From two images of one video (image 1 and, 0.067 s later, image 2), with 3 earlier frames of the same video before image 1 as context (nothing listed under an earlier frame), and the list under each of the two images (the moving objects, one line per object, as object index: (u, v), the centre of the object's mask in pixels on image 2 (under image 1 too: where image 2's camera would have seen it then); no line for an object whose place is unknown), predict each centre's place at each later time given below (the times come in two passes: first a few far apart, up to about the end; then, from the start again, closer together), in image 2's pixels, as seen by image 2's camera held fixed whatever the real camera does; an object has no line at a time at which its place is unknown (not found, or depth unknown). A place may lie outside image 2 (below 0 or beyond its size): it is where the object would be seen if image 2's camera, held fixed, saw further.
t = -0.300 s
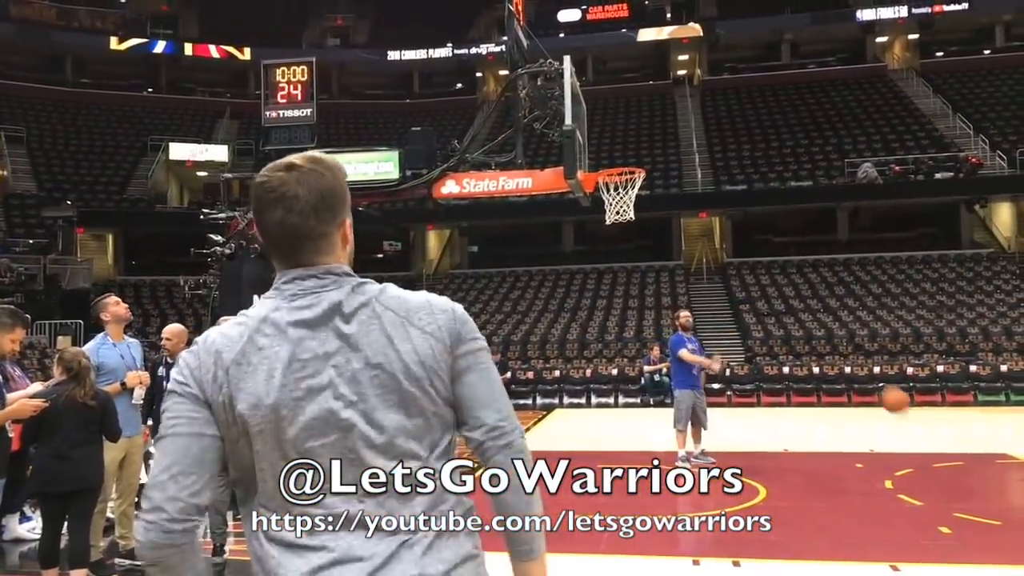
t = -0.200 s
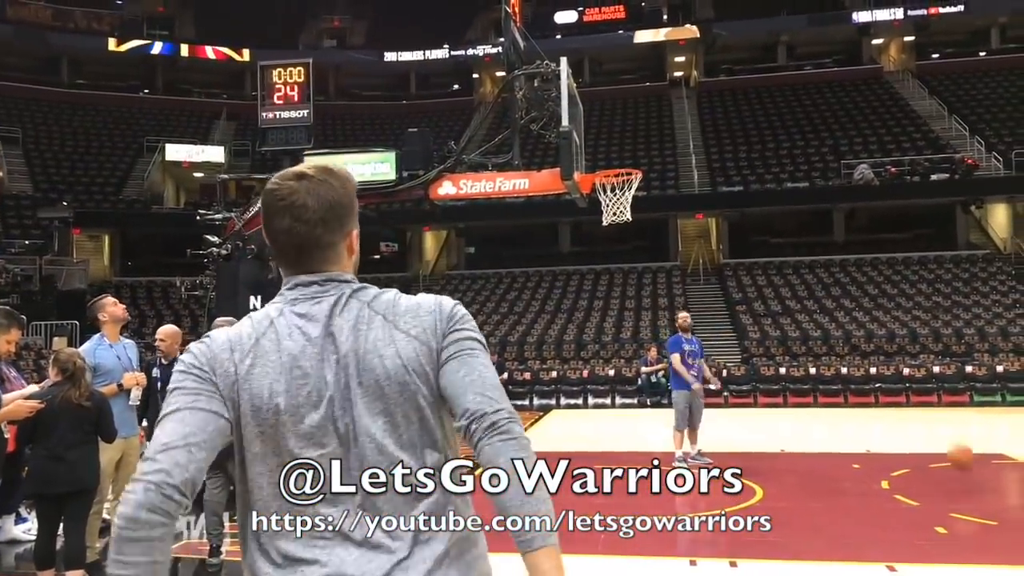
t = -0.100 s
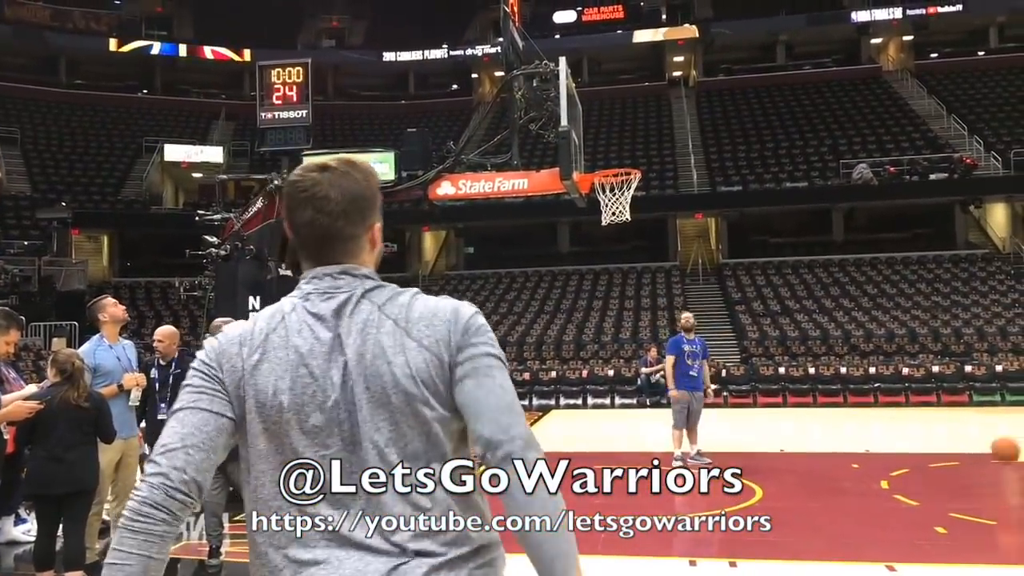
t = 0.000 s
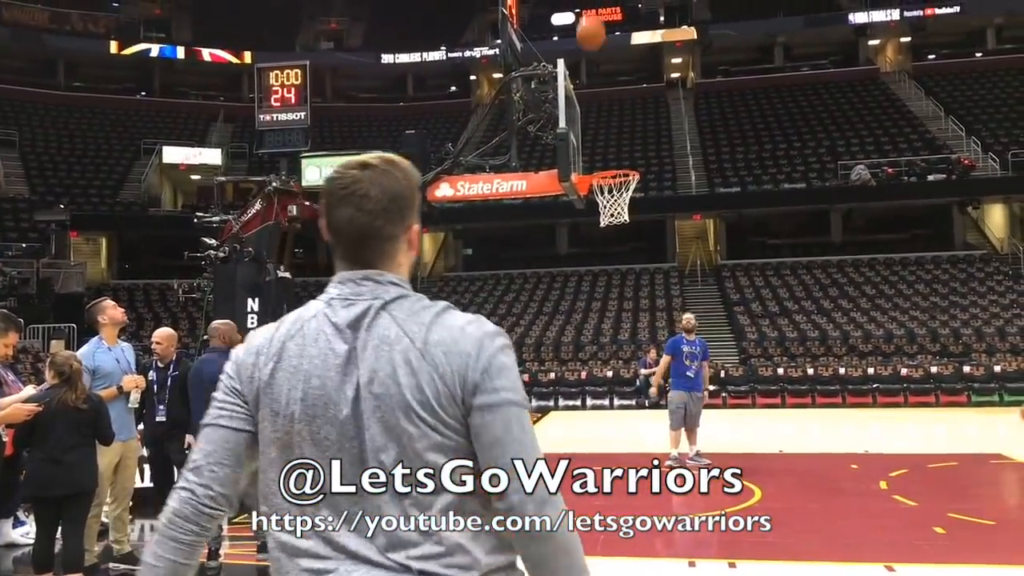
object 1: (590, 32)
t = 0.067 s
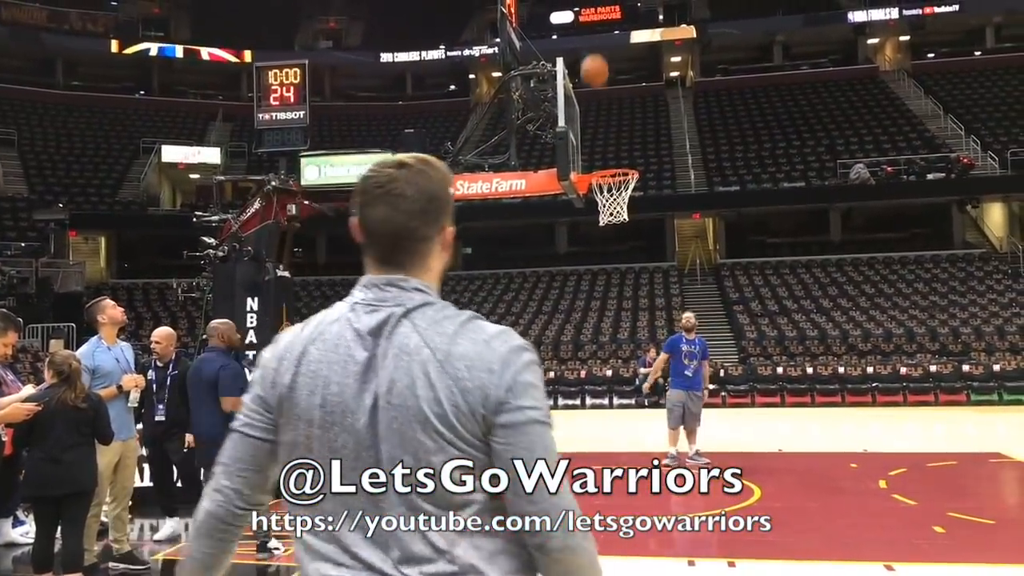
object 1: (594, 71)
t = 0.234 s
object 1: (600, 160)
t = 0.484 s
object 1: (606, 105)
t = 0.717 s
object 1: (654, 118)
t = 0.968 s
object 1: (716, 220)
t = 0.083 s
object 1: (596, 81)
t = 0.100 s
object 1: (596, 91)
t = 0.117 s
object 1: (597, 102)
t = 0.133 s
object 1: (599, 112)
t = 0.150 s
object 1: (600, 122)
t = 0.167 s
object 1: (601, 133)
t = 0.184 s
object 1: (601, 144)
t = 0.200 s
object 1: (602, 154)
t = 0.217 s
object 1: (603, 162)
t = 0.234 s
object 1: (600, 160)
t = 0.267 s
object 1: (592, 148)
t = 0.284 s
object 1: (589, 142)
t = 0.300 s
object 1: (586, 137)
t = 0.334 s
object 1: (582, 124)
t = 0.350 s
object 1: (583, 121)
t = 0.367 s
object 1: (586, 119)
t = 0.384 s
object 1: (589, 116)
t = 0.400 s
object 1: (592, 113)
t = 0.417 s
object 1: (595, 111)
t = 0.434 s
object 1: (597, 109)
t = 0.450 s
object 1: (600, 107)
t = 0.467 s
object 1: (603, 106)
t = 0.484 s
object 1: (606, 105)
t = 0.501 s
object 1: (609, 103)
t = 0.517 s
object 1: (612, 102)
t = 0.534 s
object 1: (615, 102)
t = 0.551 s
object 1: (619, 102)
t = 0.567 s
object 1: (622, 102)
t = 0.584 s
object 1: (625, 103)
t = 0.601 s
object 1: (629, 103)
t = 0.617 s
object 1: (633, 104)
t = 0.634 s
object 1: (636, 106)
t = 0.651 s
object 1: (640, 108)
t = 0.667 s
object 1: (643, 110)
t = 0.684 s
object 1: (646, 112)
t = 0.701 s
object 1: (650, 116)
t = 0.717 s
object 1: (654, 118)
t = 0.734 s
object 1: (658, 122)
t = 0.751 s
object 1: (660, 125)
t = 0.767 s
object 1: (663, 130)
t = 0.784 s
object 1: (667, 134)
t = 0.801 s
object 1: (672, 140)
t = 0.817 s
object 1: (676, 146)
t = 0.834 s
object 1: (680, 152)
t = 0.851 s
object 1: (684, 159)
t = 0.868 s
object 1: (688, 166)
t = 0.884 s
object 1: (692, 174)
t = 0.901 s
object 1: (696, 181)
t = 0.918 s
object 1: (702, 191)
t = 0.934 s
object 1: (707, 200)
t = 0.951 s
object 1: (713, 210)
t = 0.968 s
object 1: (716, 220)
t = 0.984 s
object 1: (723, 232)
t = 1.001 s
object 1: (727, 243)
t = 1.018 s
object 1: (734, 255)
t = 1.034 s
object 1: (740, 268)
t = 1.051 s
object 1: (745, 282)
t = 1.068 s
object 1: (752, 297)
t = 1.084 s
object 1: (756, 311)
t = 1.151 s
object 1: (781, 379)
